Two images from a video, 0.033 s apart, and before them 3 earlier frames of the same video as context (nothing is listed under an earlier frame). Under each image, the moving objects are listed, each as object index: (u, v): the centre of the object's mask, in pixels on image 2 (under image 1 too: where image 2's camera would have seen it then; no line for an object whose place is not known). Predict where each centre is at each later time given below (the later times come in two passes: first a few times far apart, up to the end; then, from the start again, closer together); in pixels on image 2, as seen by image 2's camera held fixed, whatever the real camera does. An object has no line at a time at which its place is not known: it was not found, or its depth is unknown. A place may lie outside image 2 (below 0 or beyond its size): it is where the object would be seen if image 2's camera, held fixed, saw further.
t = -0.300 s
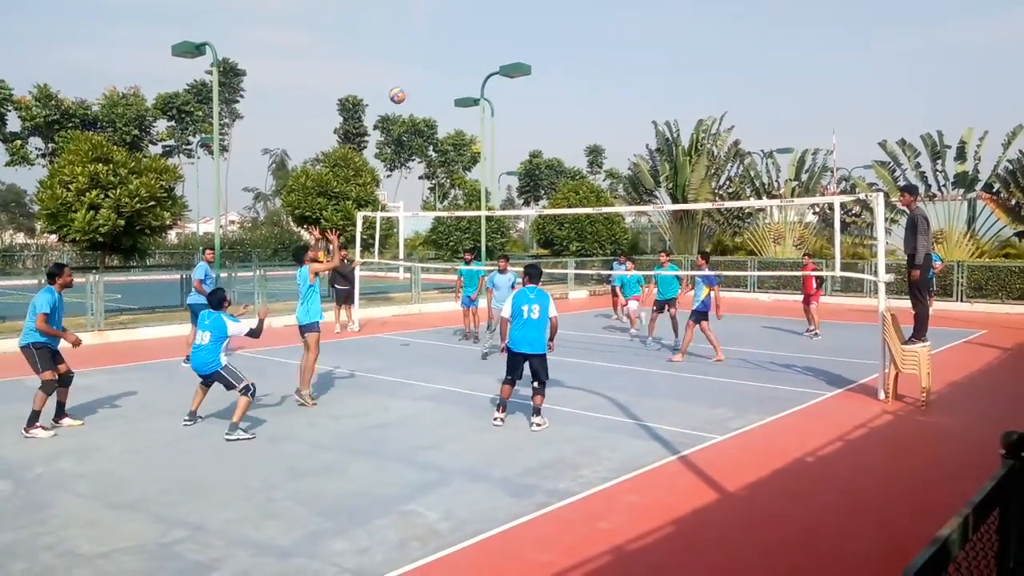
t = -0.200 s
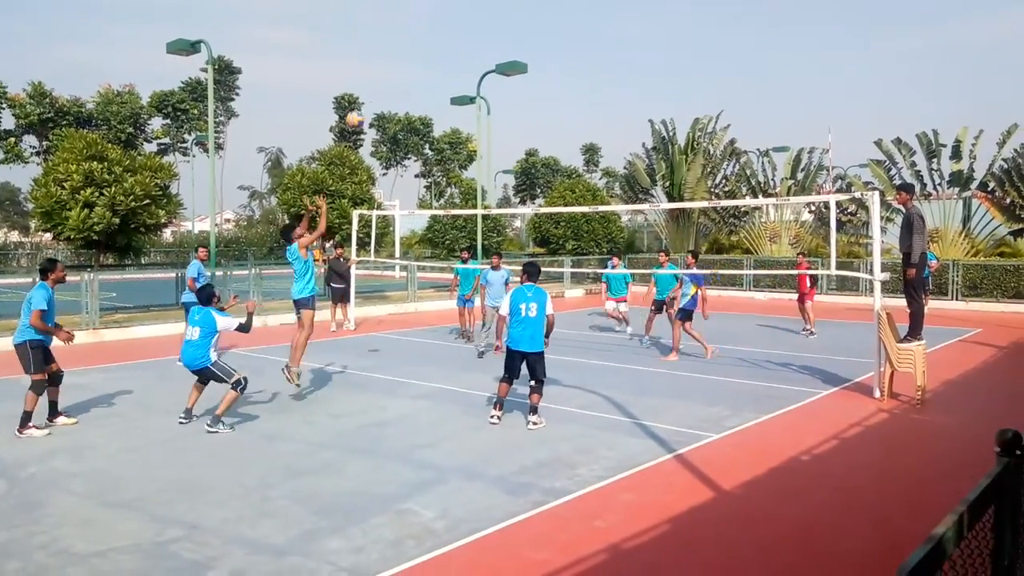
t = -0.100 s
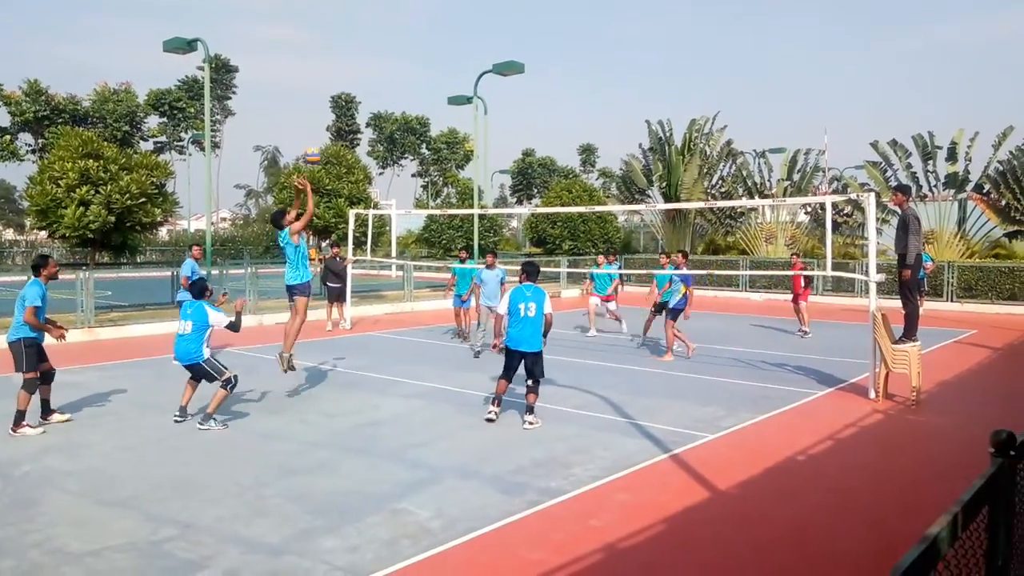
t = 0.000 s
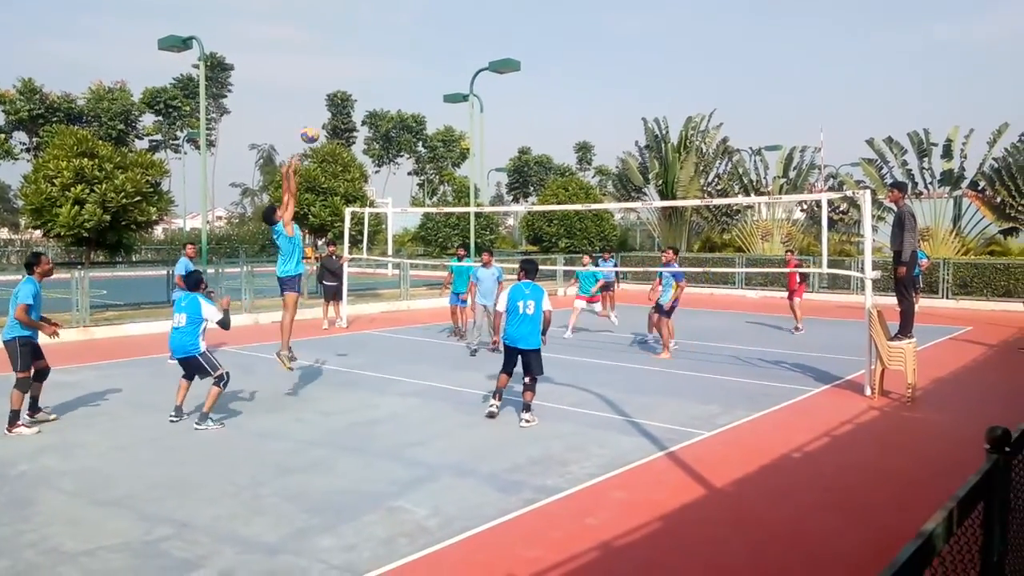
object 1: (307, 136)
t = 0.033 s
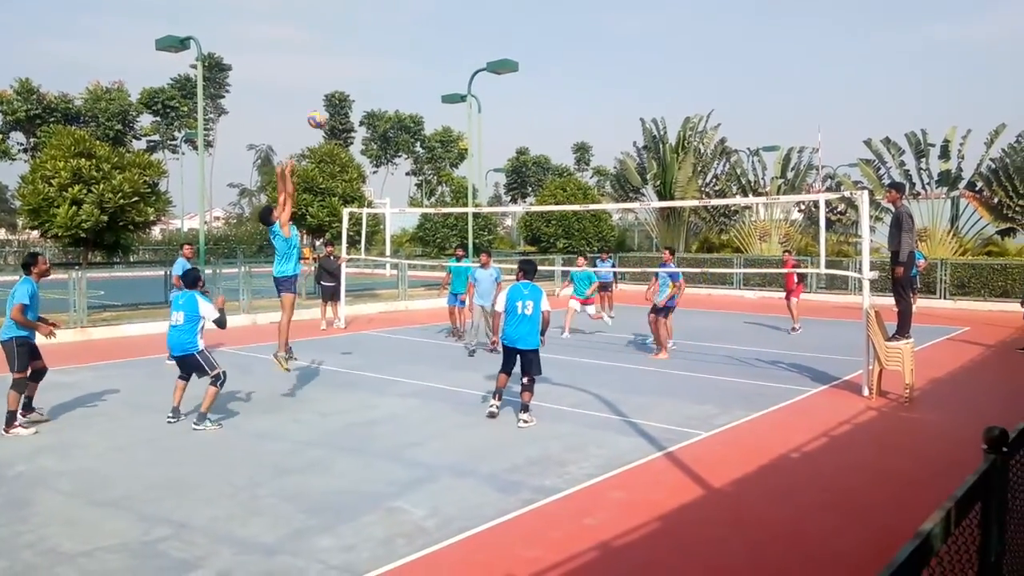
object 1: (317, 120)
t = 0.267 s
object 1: (379, 39)
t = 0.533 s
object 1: (445, 8)
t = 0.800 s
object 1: (507, 37)
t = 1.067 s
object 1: (561, 117)
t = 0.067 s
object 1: (326, 104)
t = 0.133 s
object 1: (344, 79)
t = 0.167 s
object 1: (353, 67)
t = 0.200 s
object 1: (362, 57)
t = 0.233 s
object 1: (370, 48)
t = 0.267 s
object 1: (379, 39)
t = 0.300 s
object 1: (387, 32)
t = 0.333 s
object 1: (396, 26)
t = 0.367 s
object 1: (405, 21)
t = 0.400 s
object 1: (413, 16)
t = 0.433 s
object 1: (421, 13)
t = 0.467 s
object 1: (429, 10)
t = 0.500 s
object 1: (438, 9)
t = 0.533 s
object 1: (445, 8)
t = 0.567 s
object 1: (453, 9)
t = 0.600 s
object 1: (462, 10)
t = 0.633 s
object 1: (469, 12)
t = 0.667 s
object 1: (477, 16)
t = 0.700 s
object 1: (484, 19)
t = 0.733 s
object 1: (492, 24)
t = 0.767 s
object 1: (499, 30)
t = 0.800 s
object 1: (507, 37)
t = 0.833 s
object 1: (514, 44)
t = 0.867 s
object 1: (521, 52)
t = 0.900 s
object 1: (528, 61)
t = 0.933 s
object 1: (535, 71)
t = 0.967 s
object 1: (541, 81)
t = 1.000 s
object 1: (548, 92)
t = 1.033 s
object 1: (555, 104)
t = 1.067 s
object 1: (561, 117)
